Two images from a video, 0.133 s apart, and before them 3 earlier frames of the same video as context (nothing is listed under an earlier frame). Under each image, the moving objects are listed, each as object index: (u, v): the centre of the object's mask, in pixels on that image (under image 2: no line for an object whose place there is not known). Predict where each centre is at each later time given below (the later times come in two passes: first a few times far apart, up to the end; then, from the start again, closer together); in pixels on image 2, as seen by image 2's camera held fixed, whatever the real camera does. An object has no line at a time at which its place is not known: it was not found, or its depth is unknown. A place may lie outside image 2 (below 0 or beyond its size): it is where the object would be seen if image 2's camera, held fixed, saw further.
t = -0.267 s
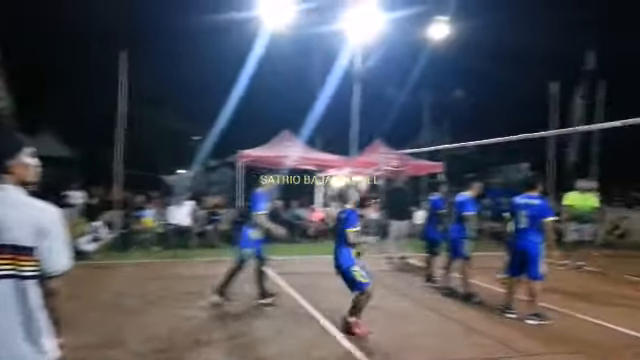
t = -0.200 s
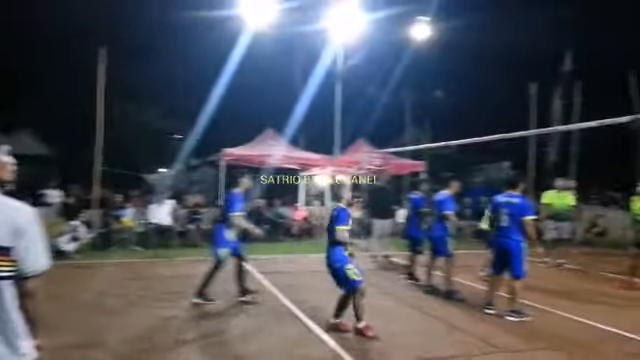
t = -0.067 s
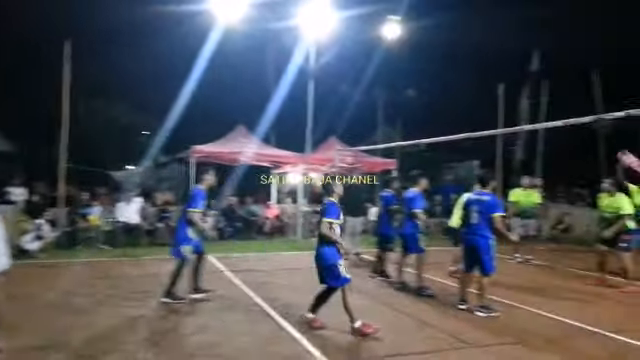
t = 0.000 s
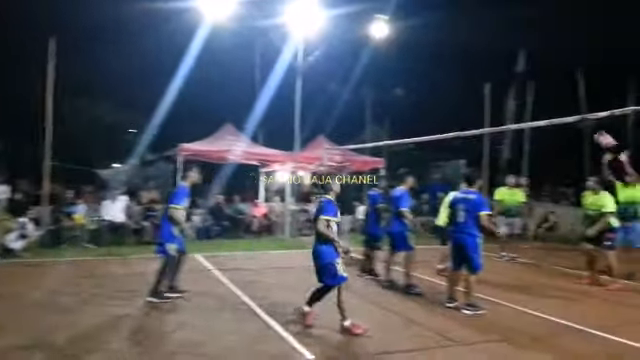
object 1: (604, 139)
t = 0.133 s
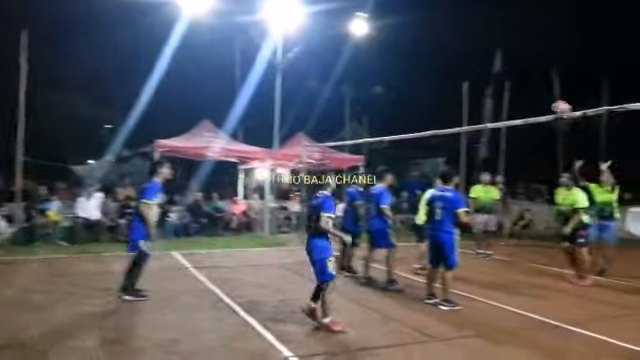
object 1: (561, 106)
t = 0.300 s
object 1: (534, 82)
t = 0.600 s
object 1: (493, 83)
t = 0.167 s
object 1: (556, 100)
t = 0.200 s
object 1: (549, 94)
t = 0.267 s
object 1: (540, 86)
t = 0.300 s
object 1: (534, 82)
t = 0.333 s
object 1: (530, 80)
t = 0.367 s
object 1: (526, 79)
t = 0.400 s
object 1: (520, 77)
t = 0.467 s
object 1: (512, 76)
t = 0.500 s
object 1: (506, 78)
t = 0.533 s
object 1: (502, 79)
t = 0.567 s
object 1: (498, 80)
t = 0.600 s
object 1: (493, 83)
